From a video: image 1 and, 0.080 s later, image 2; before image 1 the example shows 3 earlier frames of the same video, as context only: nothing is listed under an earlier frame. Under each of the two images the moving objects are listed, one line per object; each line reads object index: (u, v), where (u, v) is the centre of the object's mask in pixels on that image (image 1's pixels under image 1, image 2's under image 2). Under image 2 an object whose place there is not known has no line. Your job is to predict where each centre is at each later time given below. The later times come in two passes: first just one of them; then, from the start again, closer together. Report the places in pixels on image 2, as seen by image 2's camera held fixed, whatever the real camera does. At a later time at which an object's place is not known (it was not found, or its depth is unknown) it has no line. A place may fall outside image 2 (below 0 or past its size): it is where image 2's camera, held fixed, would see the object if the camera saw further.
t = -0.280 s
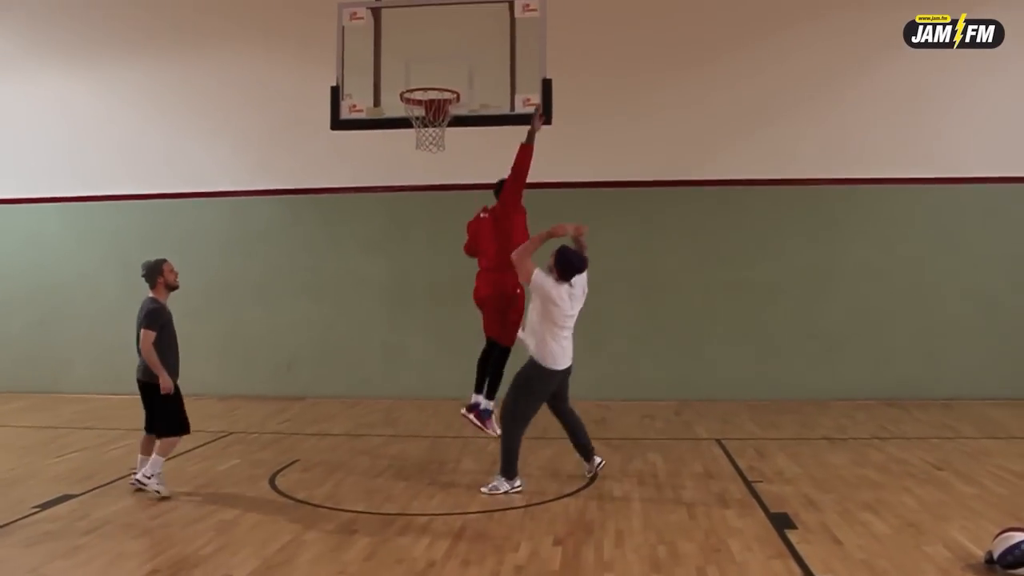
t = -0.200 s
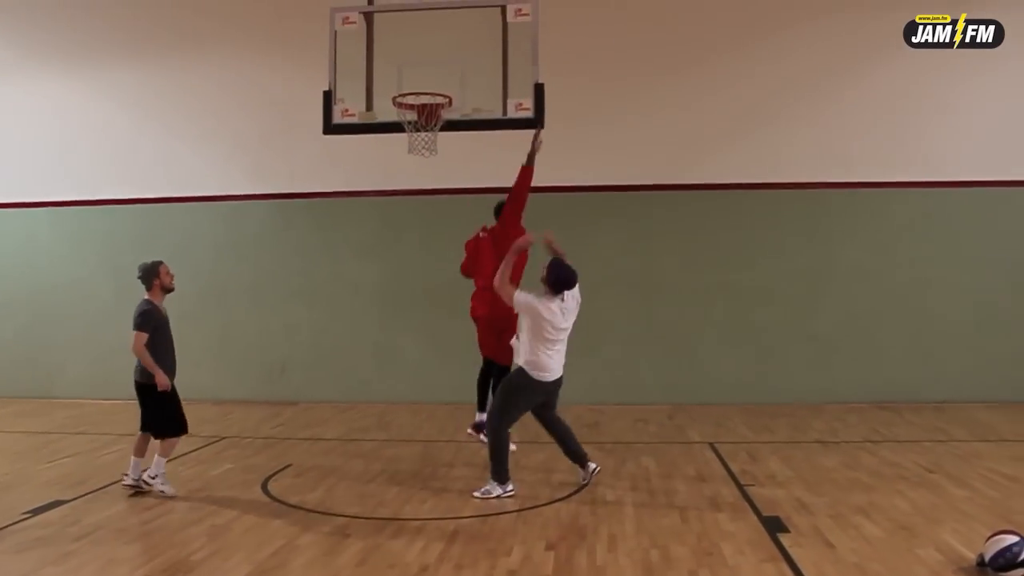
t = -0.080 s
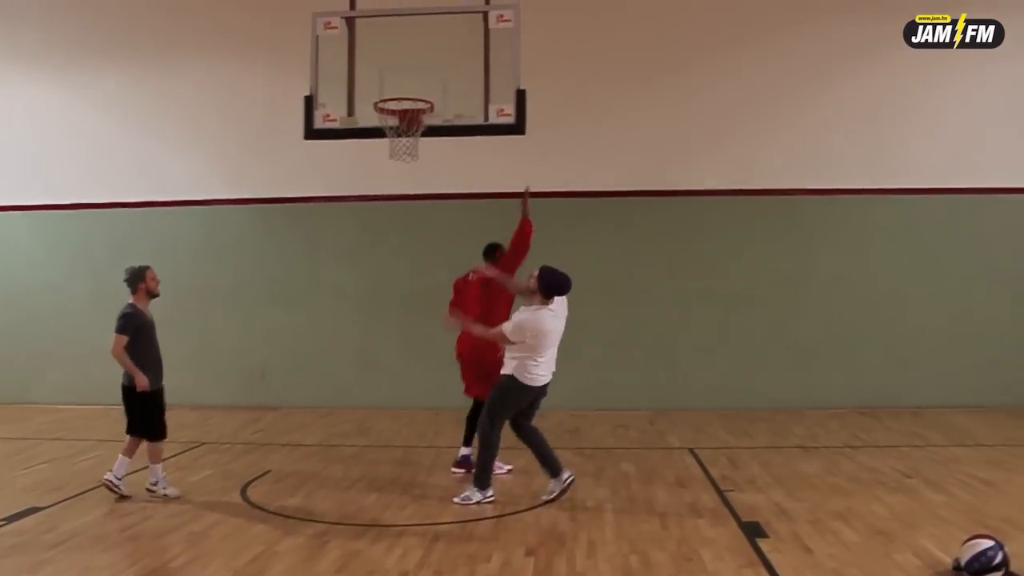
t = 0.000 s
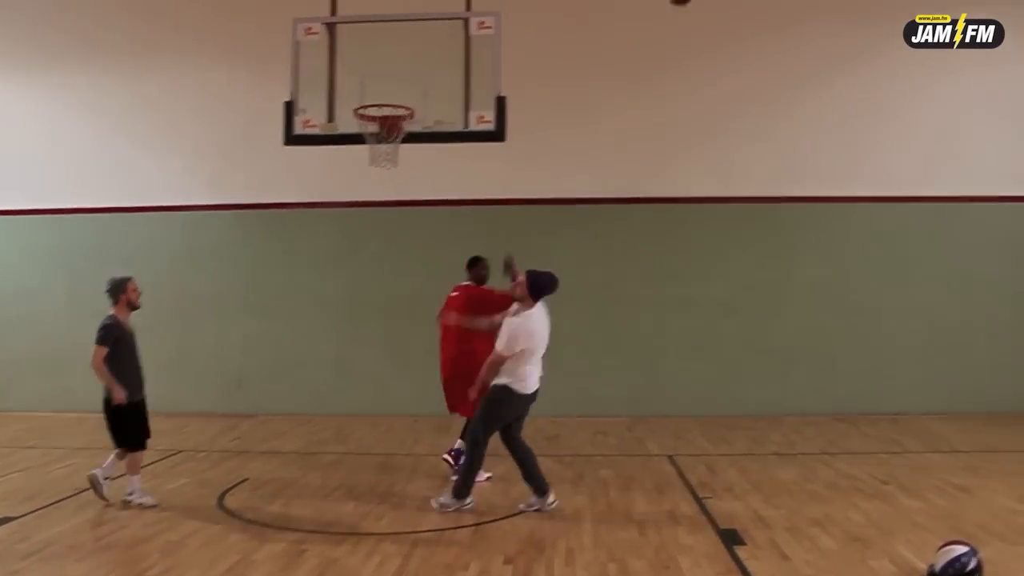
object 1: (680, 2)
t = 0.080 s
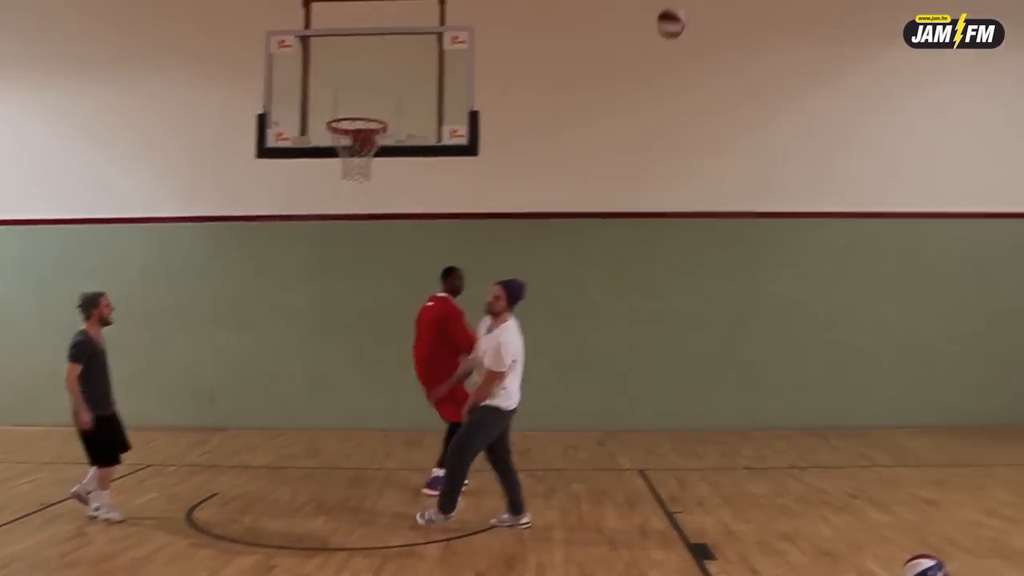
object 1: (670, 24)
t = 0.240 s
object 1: (702, 77)
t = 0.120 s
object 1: (679, 34)
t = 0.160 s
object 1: (688, 45)
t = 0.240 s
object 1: (702, 77)
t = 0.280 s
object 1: (707, 95)
